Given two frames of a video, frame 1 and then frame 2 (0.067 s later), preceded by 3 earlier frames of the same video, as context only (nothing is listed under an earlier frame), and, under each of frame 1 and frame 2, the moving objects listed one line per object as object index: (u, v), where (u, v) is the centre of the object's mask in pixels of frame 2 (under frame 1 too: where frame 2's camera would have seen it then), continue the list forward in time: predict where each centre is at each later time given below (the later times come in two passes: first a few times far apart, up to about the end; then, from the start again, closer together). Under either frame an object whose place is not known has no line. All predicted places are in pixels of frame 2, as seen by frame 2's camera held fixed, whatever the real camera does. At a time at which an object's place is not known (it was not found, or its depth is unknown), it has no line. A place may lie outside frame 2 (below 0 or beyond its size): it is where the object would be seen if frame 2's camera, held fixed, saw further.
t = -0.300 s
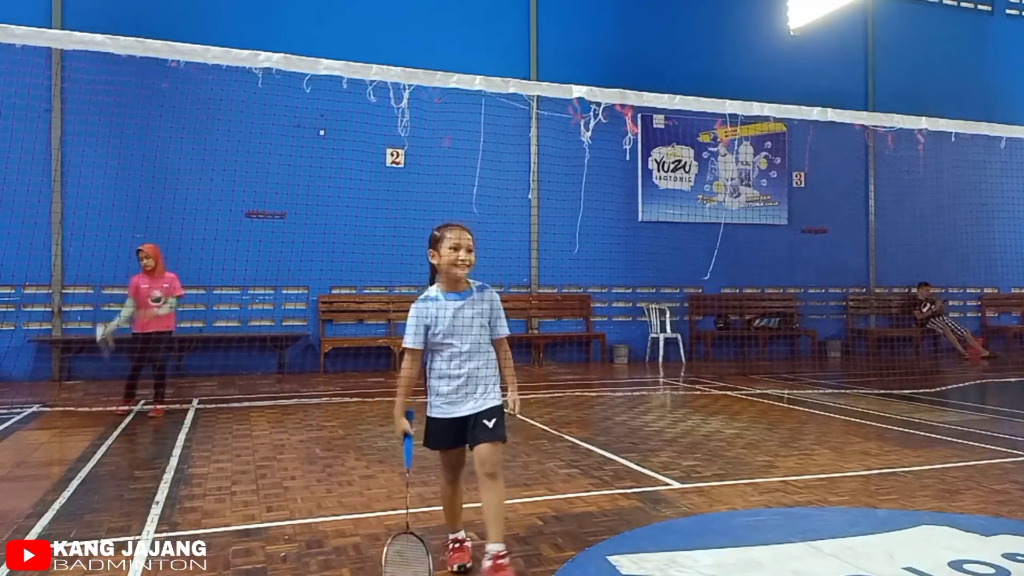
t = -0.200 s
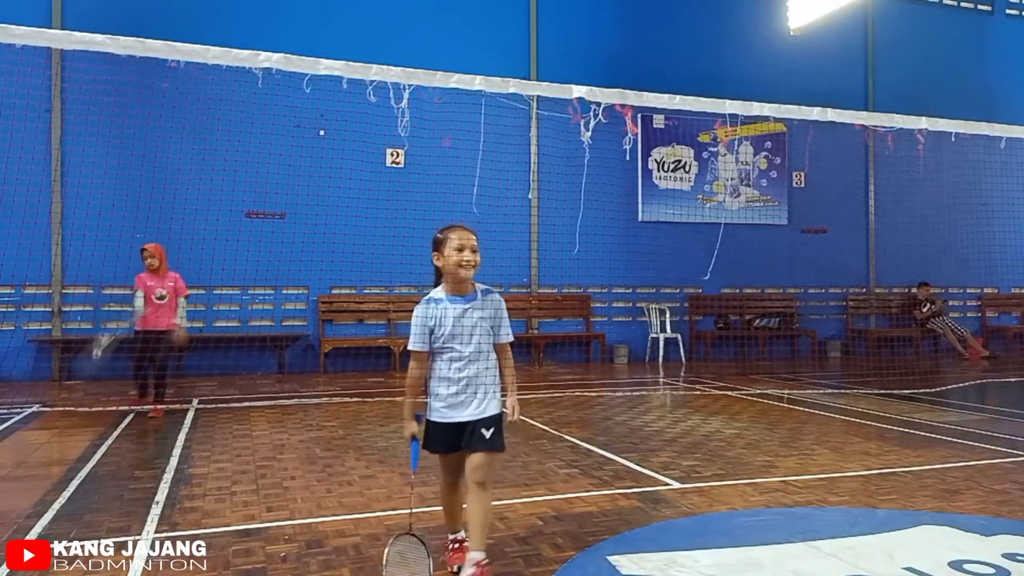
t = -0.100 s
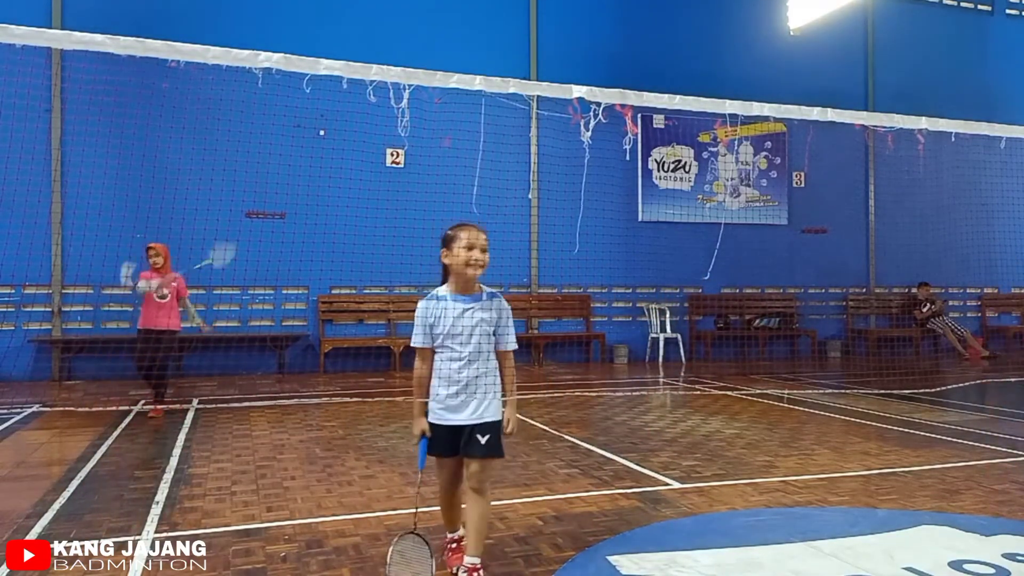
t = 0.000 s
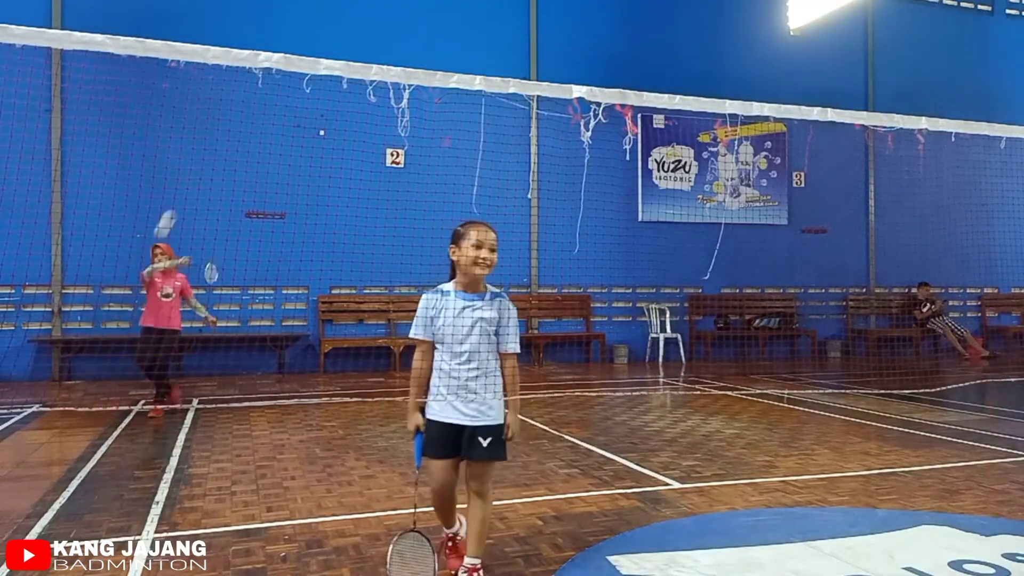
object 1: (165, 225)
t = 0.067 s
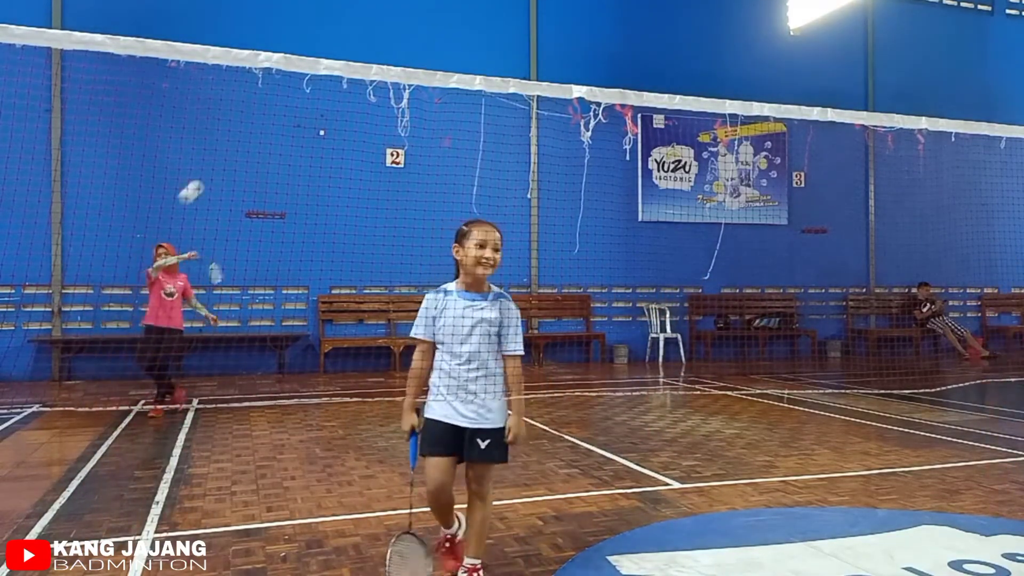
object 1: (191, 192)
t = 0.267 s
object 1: (289, 149)
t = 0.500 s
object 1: (381, 191)
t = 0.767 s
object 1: (336, 298)
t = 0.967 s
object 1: (307, 541)
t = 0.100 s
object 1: (203, 180)
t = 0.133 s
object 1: (218, 169)
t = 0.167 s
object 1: (234, 161)
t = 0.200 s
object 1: (252, 155)
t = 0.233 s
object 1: (268, 151)
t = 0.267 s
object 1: (289, 149)
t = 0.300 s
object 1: (310, 153)
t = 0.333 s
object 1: (332, 160)
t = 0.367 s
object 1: (356, 171)
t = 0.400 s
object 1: (378, 189)
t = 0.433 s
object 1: (389, 195)
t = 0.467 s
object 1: (386, 190)
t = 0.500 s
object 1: (381, 191)
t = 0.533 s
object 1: (377, 196)
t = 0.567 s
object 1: (374, 205)
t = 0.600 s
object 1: (371, 214)
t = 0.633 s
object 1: (367, 223)
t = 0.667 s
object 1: (361, 236)
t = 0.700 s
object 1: (355, 252)
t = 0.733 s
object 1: (348, 272)
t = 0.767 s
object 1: (336, 298)
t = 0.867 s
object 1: (314, 410)
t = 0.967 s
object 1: (307, 541)
